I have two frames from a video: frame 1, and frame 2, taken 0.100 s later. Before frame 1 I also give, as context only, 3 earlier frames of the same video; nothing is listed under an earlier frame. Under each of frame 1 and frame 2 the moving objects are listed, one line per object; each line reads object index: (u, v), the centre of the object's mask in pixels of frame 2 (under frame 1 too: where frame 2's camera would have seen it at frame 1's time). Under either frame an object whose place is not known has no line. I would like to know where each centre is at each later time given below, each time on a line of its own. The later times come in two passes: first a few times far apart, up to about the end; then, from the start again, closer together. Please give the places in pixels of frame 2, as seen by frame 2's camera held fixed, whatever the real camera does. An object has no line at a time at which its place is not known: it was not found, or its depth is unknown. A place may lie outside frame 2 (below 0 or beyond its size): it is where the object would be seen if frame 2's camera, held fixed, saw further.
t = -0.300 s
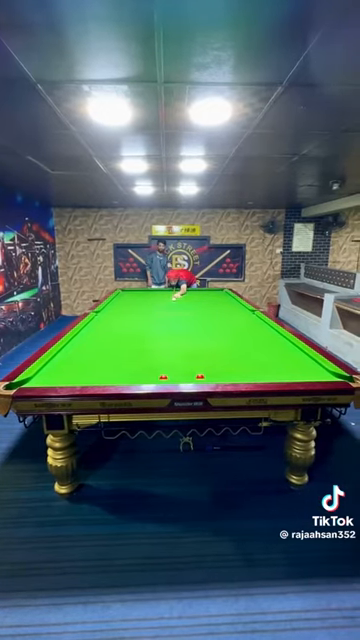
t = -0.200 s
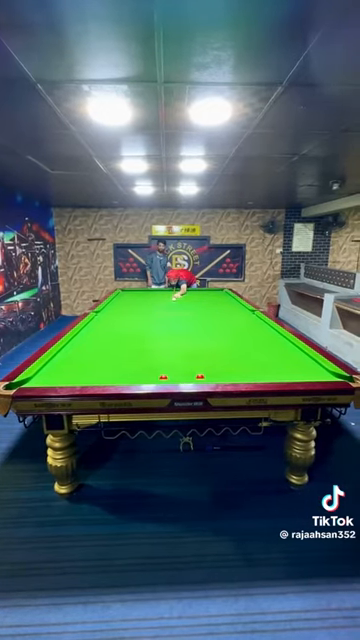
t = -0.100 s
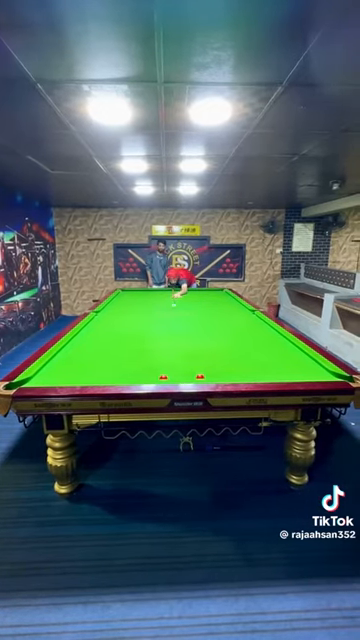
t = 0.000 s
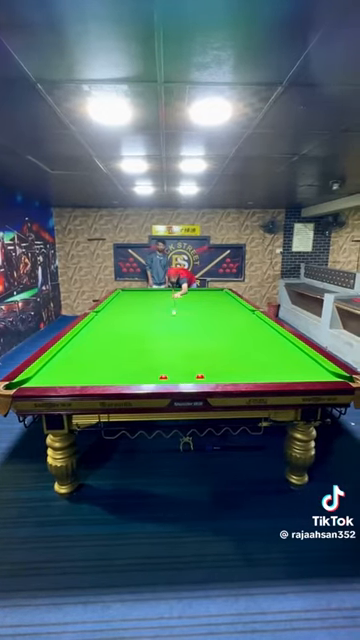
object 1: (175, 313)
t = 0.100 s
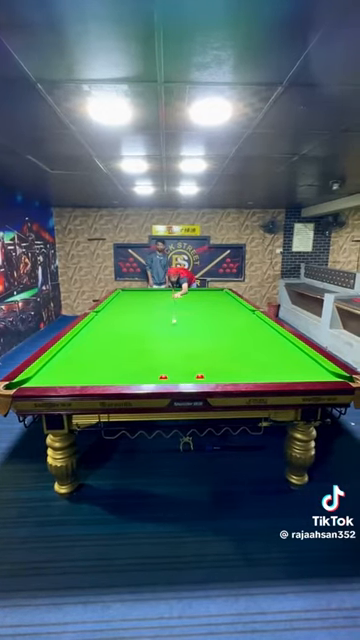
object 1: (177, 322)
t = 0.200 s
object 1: (178, 331)
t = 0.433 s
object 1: (177, 360)
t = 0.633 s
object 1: (171, 365)
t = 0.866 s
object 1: (164, 344)
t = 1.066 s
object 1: (159, 332)
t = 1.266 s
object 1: (156, 322)
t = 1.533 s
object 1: (154, 312)
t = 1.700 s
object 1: (152, 307)
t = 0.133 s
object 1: (178, 326)
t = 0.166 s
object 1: (177, 330)
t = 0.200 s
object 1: (178, 331)
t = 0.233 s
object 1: (178, 334)
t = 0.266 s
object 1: (178, 337)
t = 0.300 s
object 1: (177, 342)
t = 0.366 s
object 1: (177, 350)
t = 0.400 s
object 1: (177, 353)
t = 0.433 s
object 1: (177, 360)
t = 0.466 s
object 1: (176, 363)
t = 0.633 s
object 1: (171, 365)
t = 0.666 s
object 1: (172, 361)
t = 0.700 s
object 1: (169, 359)
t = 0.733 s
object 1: (168, 355)
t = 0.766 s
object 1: (167, 352)
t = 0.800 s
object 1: (166, 349)
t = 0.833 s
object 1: (165, 346)
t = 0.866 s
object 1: (164, 344)
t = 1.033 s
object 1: (160, 334)
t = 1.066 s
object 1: (159, 332)
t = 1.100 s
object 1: (158, 330)
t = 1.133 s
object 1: (158, 328)
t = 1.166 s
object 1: (157, 327)
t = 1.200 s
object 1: (157, 326)
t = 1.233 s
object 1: (156, 324)
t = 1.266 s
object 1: (156, 322)
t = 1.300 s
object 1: (156, 321)
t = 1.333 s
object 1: (156, 319)
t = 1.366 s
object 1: (156, 317)
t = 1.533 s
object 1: (154, 312)
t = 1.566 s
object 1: (154, 311)
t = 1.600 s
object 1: (153, 310)
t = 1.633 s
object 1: (153, 309)
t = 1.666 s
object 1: (153, 308)
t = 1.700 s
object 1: (152, 307)
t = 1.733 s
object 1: (151, 306)
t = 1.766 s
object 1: (151, 306)
